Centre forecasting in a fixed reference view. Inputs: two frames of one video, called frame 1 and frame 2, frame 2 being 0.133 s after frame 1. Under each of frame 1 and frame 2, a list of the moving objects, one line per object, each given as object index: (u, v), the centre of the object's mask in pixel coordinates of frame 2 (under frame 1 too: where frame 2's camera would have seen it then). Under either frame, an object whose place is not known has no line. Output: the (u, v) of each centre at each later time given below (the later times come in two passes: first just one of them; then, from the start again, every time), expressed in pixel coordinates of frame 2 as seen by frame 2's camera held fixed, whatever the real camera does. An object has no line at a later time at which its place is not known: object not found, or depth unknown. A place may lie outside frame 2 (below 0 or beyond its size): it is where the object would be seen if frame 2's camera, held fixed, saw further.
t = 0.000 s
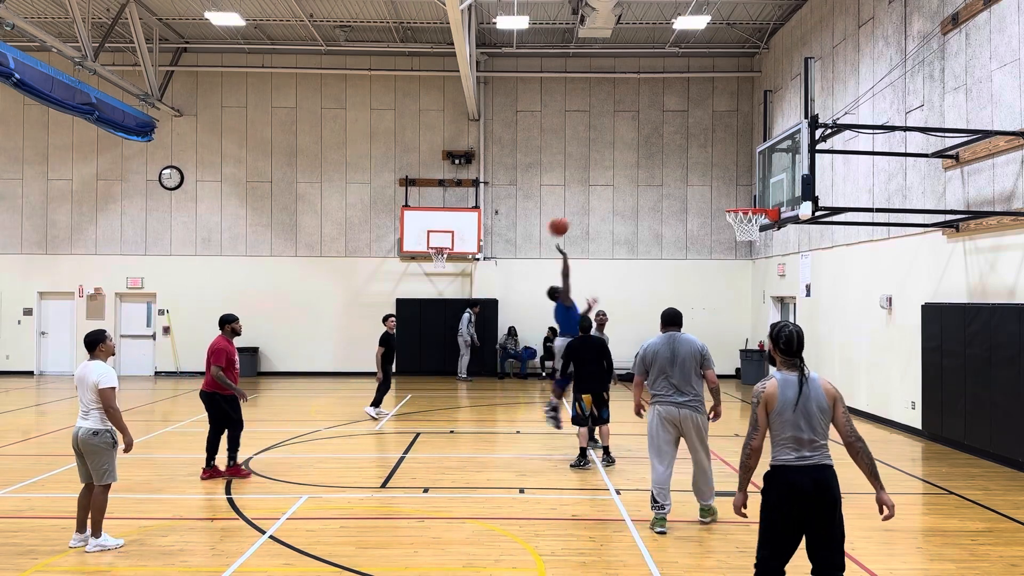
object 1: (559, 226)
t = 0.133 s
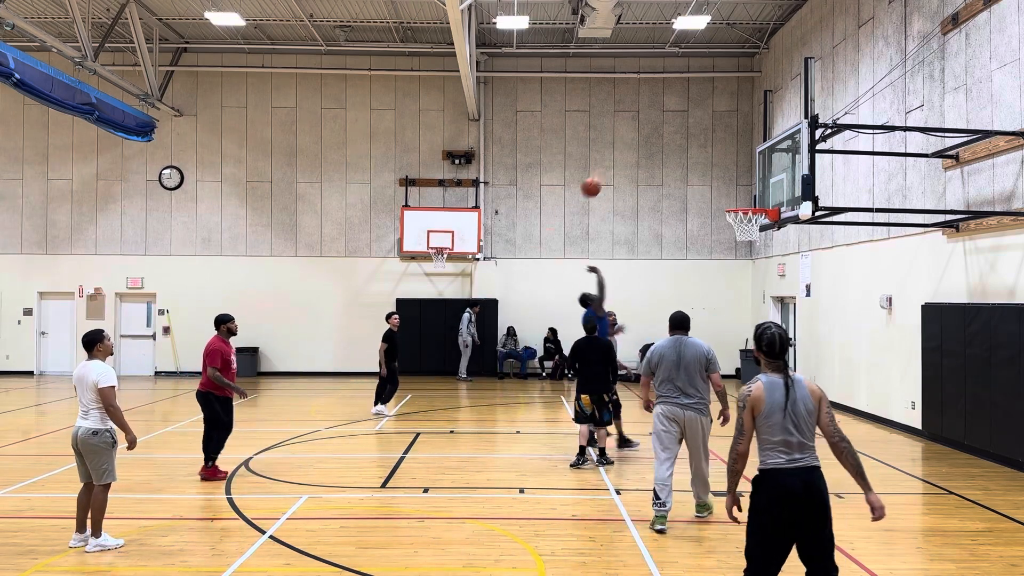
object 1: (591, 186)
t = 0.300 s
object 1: (631, 158)
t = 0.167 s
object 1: (599, 179)
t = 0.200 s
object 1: (607, 172)
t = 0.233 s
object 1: (615, 166)
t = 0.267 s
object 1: (623, 162)
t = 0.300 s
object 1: (631, 158)
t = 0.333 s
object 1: (640, 154)
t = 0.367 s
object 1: (647, 152)
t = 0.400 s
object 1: (656, 151)
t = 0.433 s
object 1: (663, 150)
